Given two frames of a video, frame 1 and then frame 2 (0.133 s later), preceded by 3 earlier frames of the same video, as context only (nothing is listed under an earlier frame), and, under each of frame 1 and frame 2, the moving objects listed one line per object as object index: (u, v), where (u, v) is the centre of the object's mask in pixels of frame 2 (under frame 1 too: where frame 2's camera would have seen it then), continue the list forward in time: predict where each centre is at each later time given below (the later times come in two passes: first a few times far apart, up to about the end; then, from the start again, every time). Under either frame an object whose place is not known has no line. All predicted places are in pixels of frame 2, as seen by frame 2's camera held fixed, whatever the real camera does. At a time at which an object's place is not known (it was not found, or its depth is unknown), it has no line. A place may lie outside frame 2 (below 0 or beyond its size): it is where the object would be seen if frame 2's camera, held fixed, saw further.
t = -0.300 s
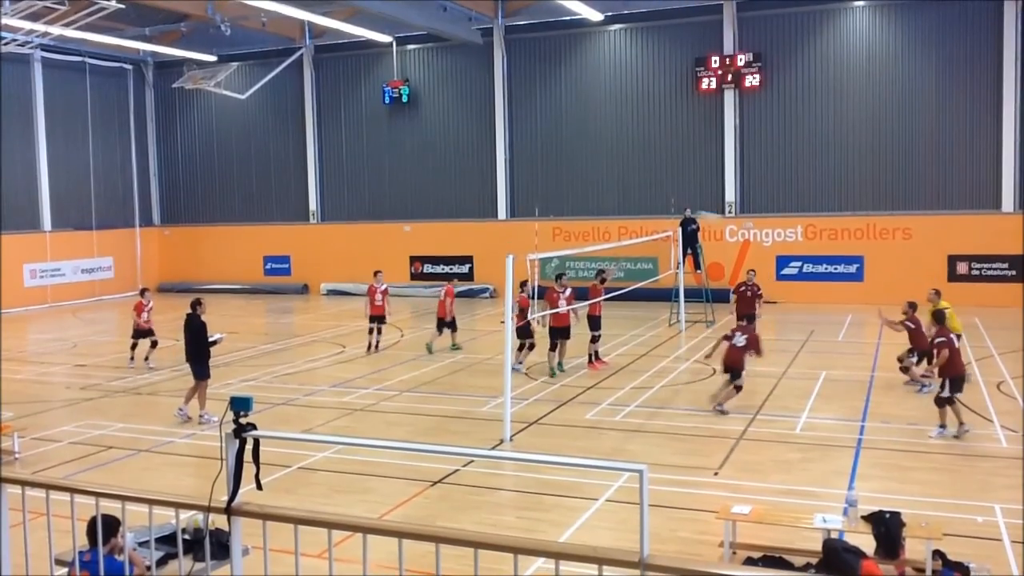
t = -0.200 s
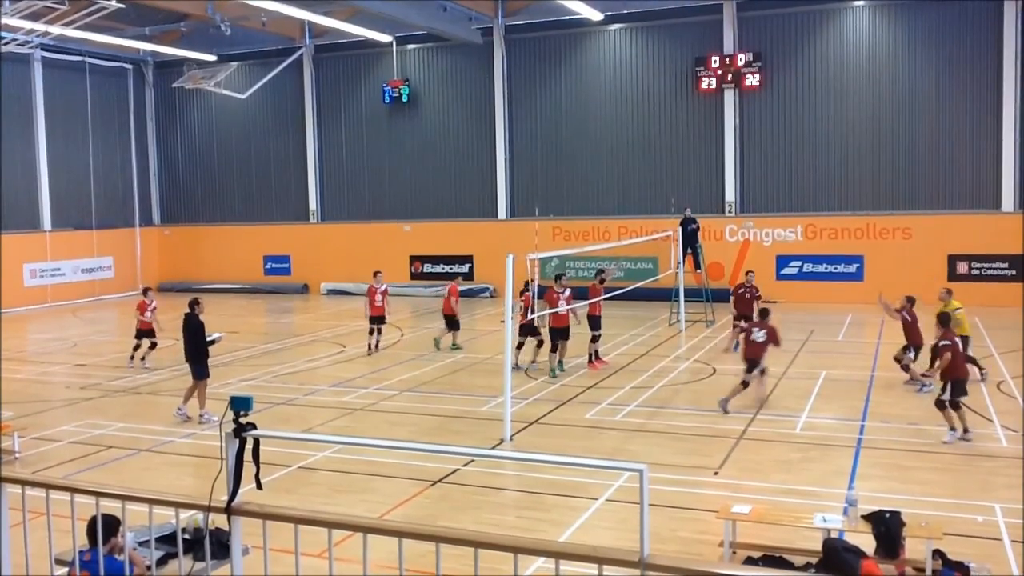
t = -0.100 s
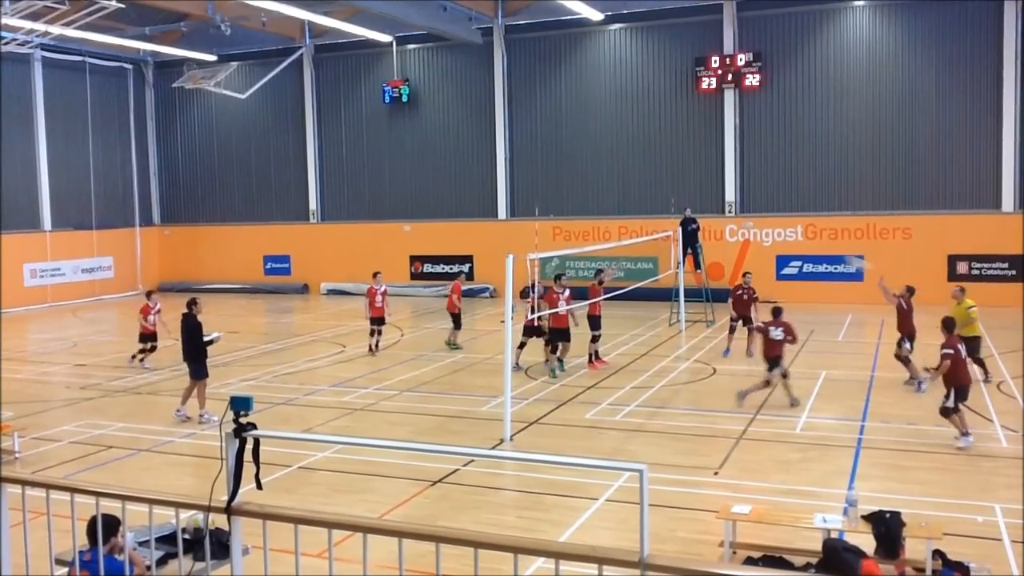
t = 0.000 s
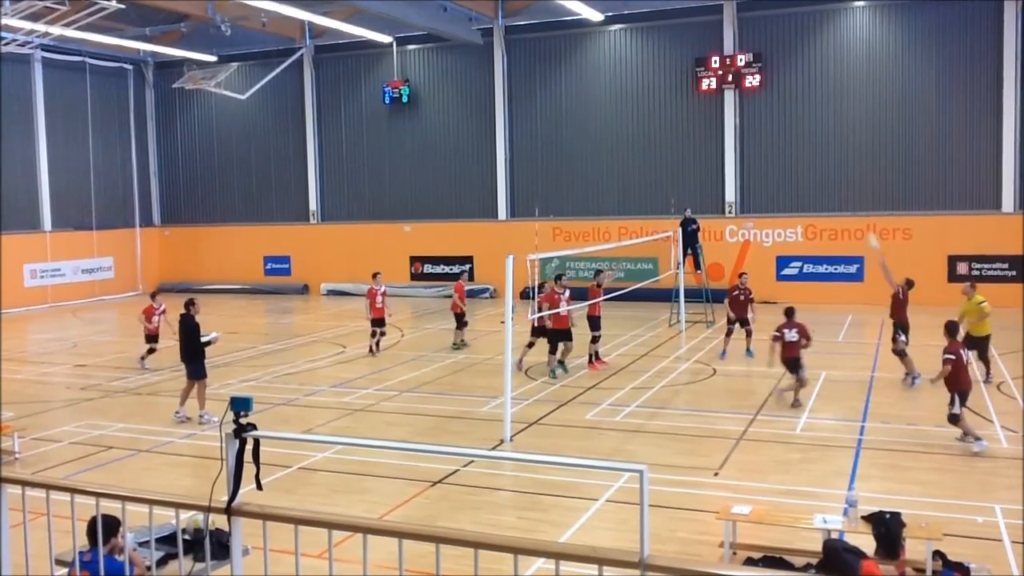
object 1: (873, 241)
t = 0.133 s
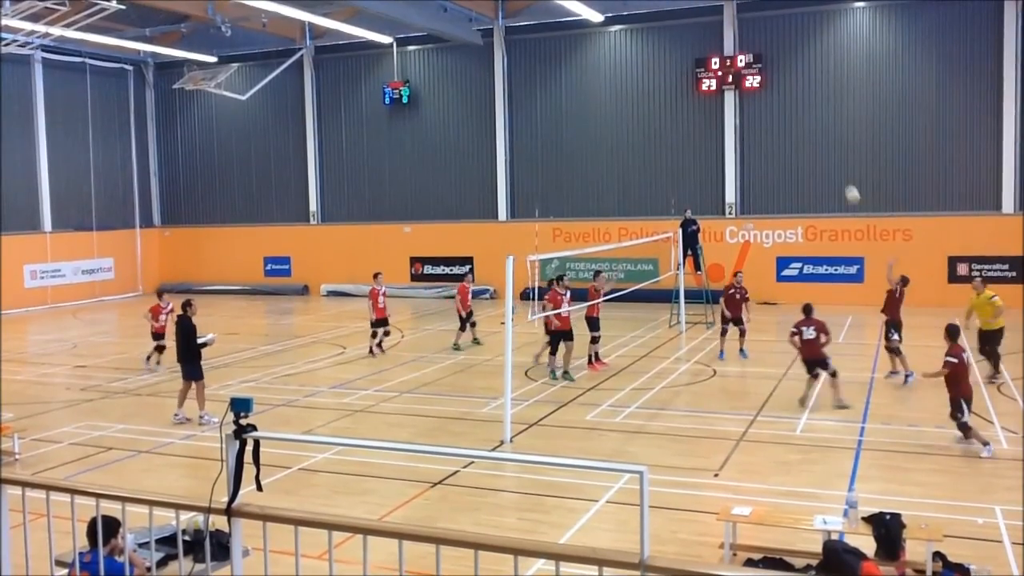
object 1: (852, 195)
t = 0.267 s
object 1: (833, 157)
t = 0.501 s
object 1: (801, 117)
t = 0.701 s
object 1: (775, 108)
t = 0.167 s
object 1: (847, 184)
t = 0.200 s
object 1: (842, 174)
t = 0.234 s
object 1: (837, 165)
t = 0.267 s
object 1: (833, 157)
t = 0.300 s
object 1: (828, 149)
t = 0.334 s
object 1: (823, 142)
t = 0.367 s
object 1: (818, 136)
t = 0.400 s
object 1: (814, 129)
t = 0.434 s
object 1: (809, 125)
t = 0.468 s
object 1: (805, 121)
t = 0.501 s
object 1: (801, 117)
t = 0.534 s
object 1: (796, 113)
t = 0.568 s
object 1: (792, 111)
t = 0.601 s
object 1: (788, 109)
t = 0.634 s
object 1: (783, 108)
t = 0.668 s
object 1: (779, 107)
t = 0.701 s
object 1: (775, 108)
